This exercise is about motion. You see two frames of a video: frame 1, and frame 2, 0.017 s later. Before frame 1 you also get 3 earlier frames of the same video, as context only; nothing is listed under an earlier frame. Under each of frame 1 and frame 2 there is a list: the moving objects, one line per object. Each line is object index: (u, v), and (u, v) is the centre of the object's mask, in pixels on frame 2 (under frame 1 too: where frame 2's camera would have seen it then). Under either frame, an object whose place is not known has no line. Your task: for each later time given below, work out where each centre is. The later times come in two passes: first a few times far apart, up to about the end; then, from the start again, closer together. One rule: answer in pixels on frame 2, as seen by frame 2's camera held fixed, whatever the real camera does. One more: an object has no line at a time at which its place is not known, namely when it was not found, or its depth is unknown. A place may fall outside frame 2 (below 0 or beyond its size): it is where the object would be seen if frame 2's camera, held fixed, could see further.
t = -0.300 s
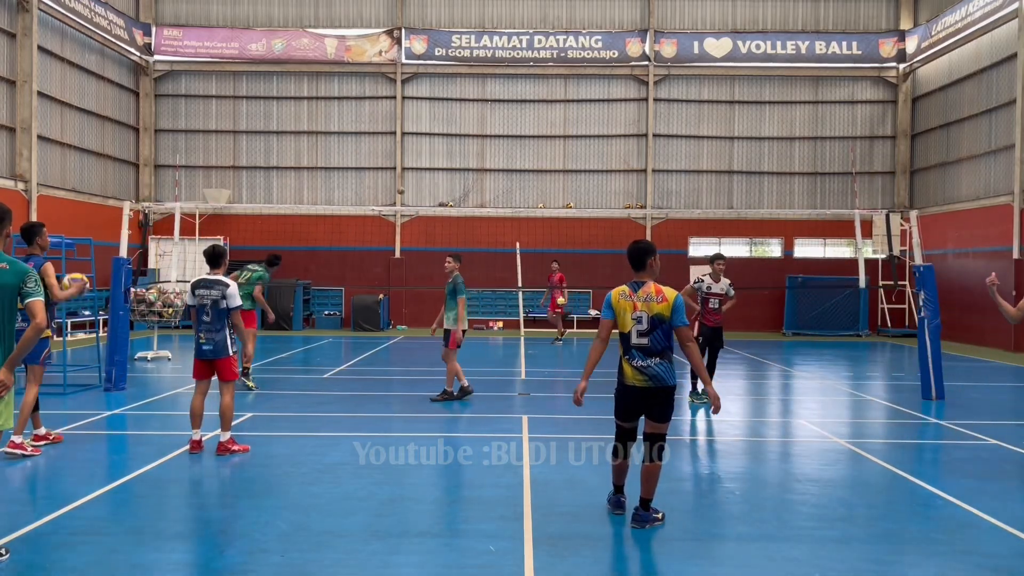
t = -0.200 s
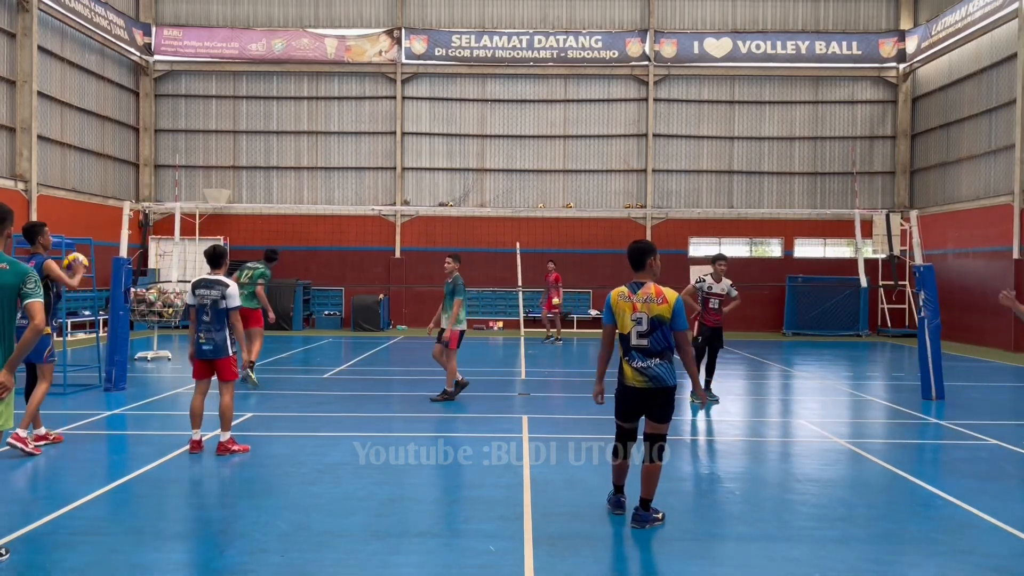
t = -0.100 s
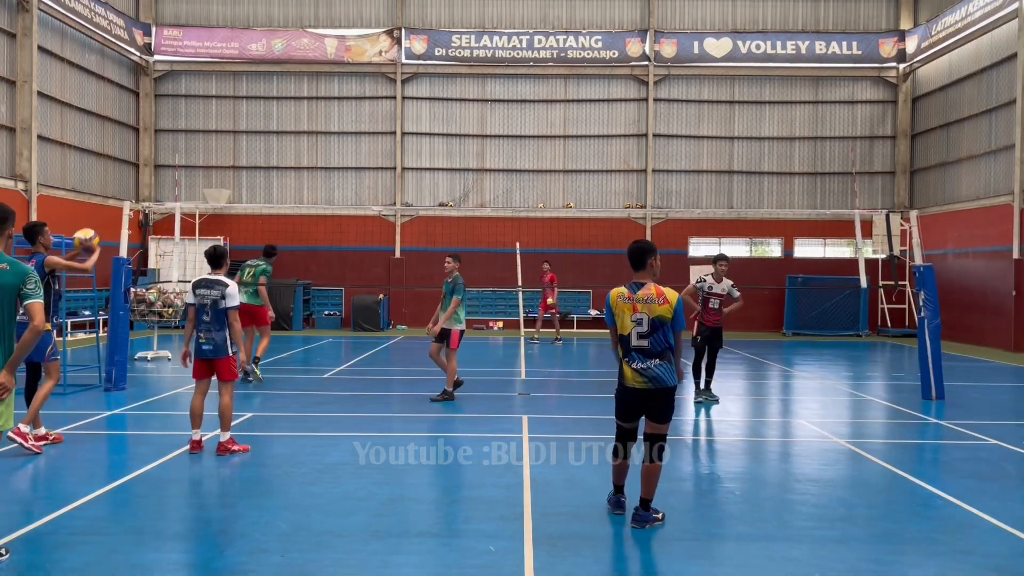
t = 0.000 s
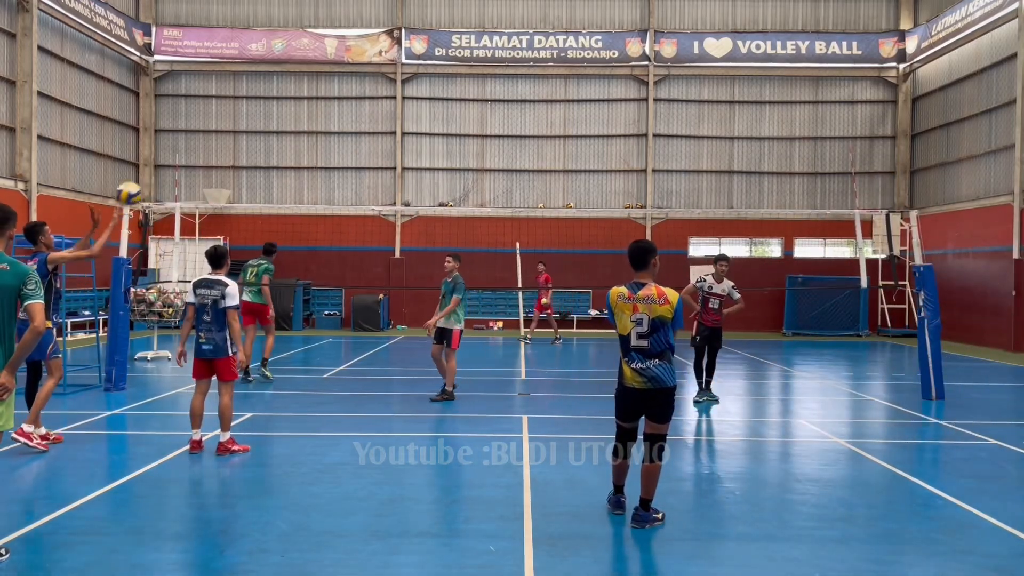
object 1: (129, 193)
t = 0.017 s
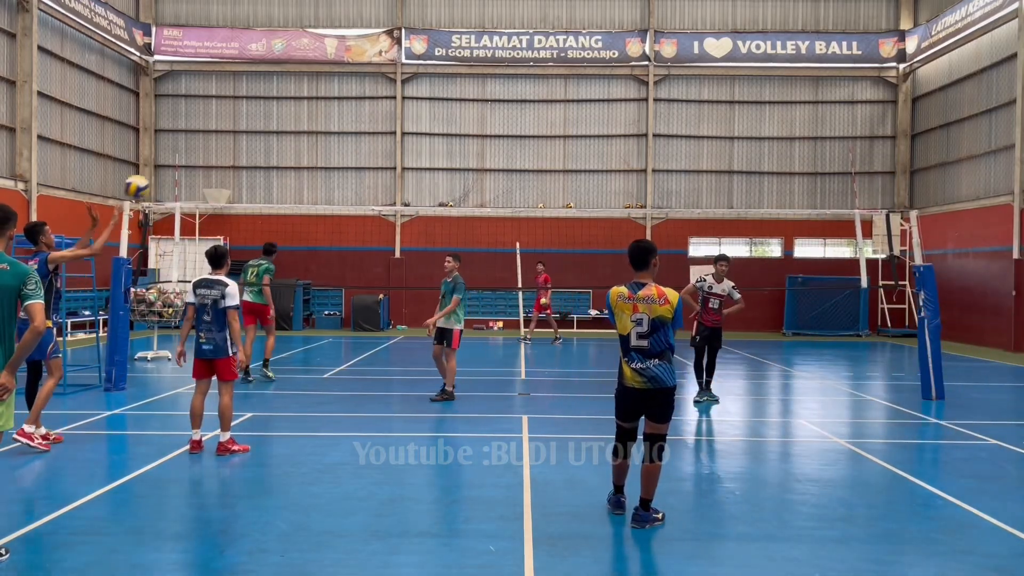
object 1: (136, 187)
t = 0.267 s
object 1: (239, 124)
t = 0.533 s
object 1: (331, 132)
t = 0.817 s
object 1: (408, 203)
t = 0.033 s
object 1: (144, 180)
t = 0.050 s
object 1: (151, 173)
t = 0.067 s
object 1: (158, 167)
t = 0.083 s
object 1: (166, 162)
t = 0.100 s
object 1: (173, 157)
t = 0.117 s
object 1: (180, 152)
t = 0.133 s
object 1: (187, 147)
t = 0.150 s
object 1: (194, 143)
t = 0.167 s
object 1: (201, 140)
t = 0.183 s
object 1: (208, 136)
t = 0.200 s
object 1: (213, 133)
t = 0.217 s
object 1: (220, 130)
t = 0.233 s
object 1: (227, 128)
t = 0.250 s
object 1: (232, 126)
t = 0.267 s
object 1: (239, 124)
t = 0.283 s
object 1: (245, 122)
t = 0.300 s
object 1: (251, 121)
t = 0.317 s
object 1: (257, 120)
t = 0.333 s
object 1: (264, 120)
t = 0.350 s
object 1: (270, 120)
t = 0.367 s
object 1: (274, 119)
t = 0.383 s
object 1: (281, 120)
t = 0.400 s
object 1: (286, 120)
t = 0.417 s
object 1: (292, 120)
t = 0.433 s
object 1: (297, 121)
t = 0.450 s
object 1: (303, 122)
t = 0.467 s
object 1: (309, 123)
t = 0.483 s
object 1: (315, 125)
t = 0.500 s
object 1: (320, 127)
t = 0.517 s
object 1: (325, 129)
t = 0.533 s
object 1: (331, 132)
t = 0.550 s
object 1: (335, 134)
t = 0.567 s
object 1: (341, 137)
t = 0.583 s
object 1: (345, 140)
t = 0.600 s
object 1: (350, 143)
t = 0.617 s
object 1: (356, 147)
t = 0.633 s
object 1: (360, 150)
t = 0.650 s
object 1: (365, 154)
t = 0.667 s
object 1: (370, 158)
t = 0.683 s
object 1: (373, 162)
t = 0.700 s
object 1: (378, 167)
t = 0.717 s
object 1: (381, 171)
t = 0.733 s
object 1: (386, 175)
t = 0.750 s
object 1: (391, 180)
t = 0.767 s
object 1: (396, 185)
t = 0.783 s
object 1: (400, 190)
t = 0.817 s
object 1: (408, 203)
